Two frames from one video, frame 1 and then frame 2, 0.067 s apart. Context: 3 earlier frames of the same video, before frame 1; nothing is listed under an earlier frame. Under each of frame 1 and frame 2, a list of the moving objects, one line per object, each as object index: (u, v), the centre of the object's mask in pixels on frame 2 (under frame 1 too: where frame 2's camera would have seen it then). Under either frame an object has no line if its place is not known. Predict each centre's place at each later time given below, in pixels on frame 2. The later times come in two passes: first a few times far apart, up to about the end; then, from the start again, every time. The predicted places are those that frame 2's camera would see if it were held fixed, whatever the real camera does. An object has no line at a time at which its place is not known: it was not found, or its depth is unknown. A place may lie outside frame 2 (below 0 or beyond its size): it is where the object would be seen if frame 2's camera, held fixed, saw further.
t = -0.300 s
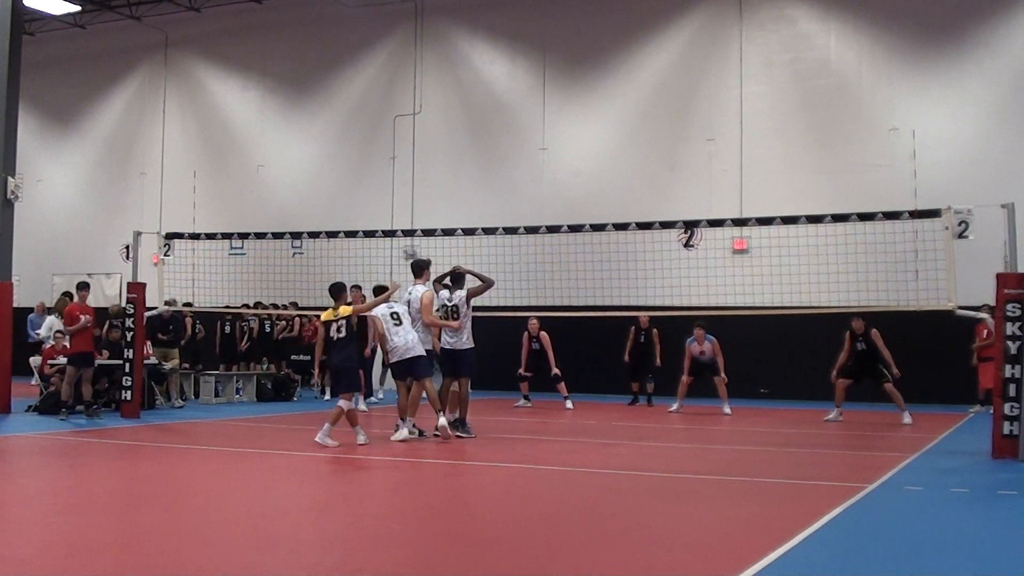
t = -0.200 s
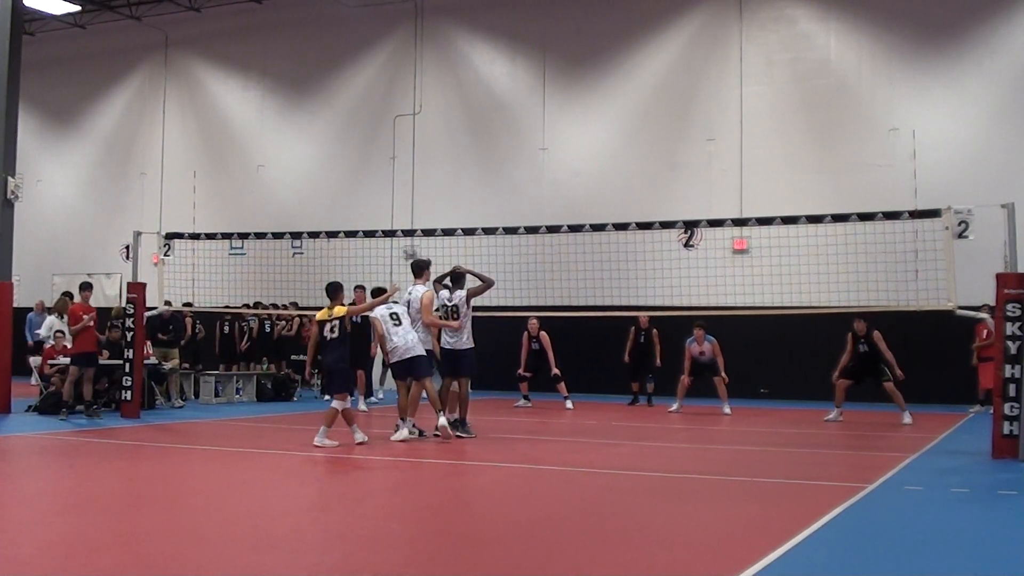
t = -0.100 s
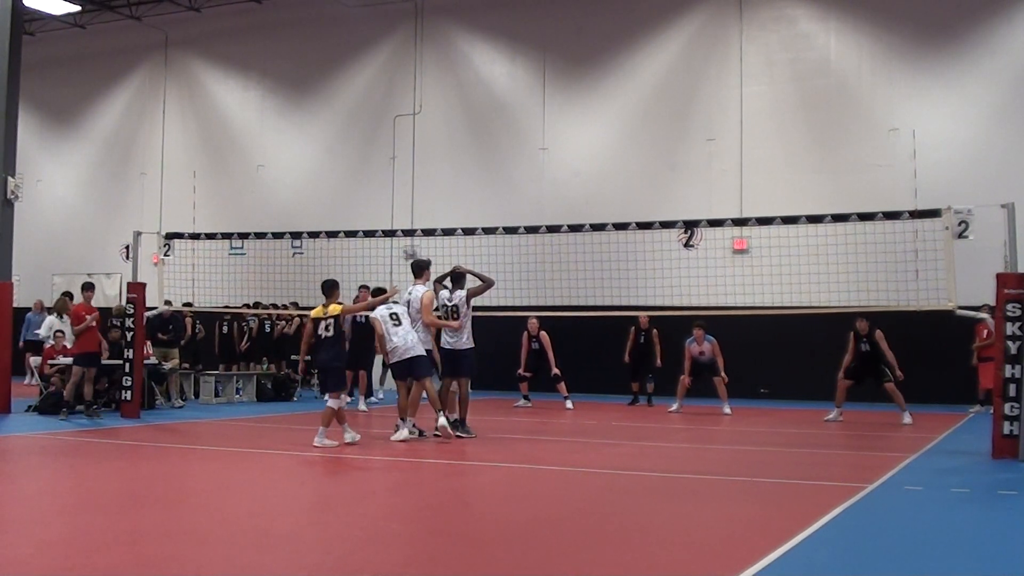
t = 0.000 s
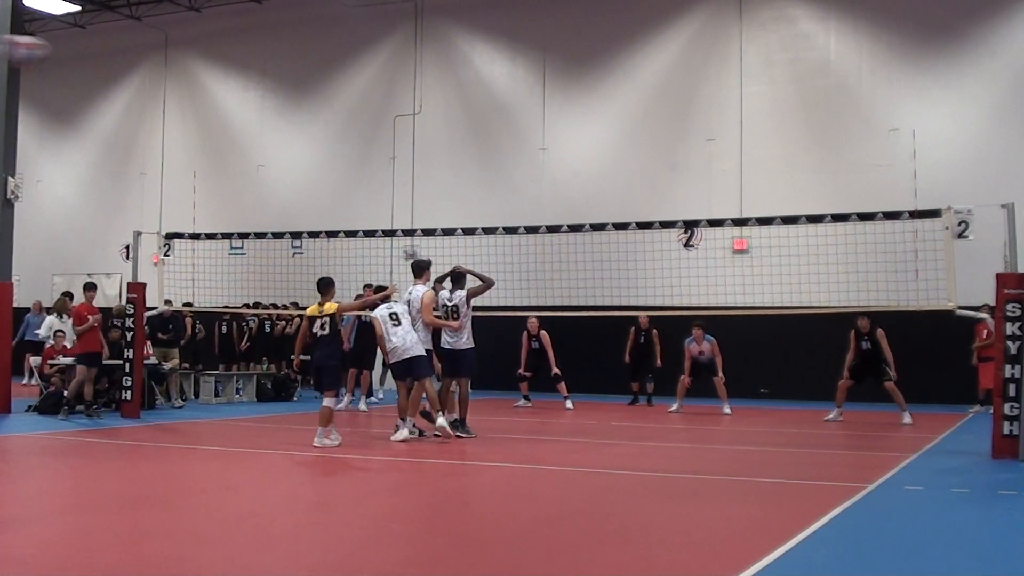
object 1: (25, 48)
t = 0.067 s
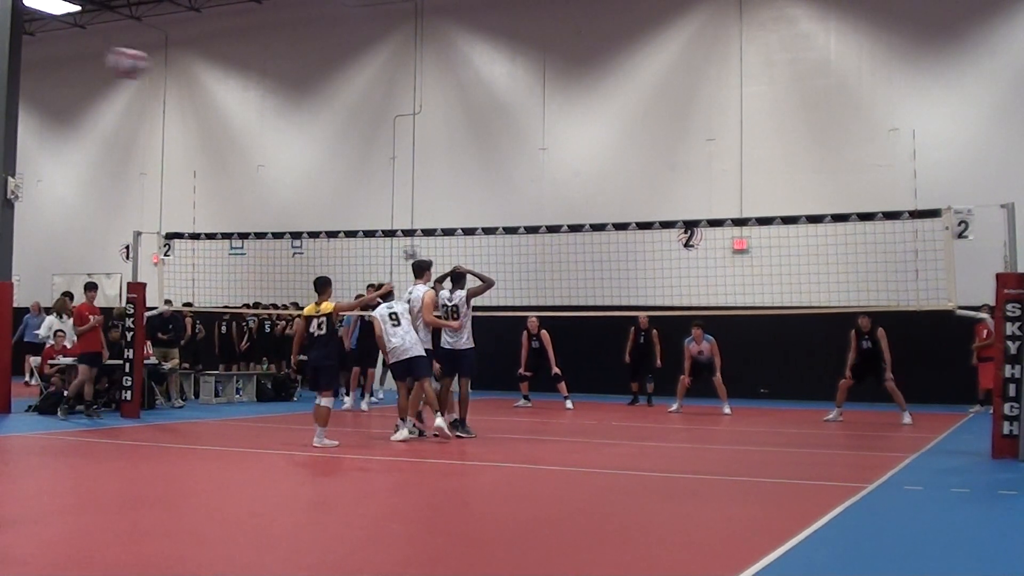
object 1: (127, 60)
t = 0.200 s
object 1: (276, 101)
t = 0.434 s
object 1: (433, 184)
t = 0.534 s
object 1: (477, 220)
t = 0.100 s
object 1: (170, 71)
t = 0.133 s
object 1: (210, 80)
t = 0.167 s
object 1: (246, 90)
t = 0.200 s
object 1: (276, 101)
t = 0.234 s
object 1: (303, 111)
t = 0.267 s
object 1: (329, 124)
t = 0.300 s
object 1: (354, 135)
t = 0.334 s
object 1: (375, 147)
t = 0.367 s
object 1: (396, 159)
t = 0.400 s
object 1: (415, 172)
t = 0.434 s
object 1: (433, 184)
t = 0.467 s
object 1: (449, 197)
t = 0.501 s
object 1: (463, 209)
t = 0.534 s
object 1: (477, 220)
